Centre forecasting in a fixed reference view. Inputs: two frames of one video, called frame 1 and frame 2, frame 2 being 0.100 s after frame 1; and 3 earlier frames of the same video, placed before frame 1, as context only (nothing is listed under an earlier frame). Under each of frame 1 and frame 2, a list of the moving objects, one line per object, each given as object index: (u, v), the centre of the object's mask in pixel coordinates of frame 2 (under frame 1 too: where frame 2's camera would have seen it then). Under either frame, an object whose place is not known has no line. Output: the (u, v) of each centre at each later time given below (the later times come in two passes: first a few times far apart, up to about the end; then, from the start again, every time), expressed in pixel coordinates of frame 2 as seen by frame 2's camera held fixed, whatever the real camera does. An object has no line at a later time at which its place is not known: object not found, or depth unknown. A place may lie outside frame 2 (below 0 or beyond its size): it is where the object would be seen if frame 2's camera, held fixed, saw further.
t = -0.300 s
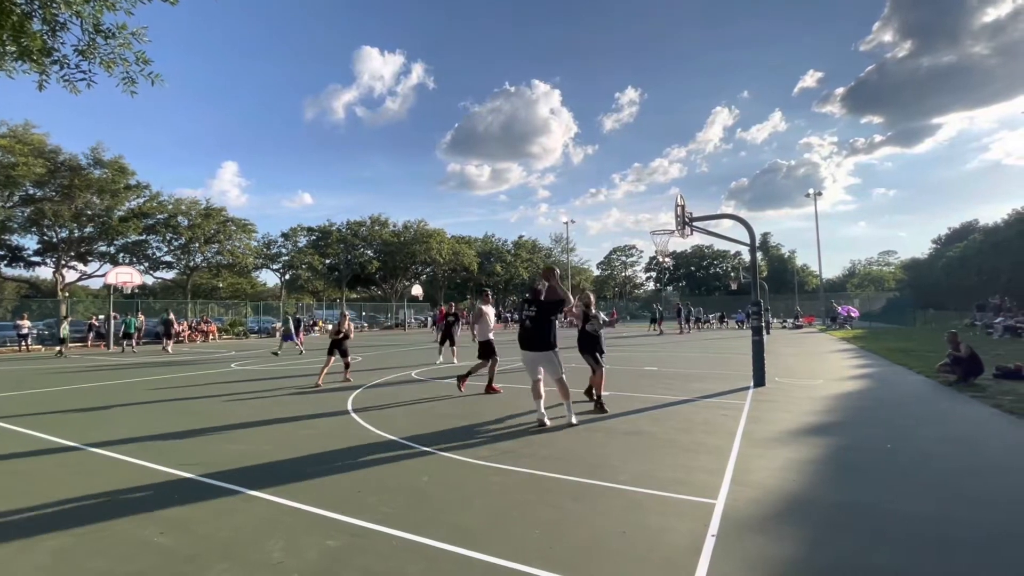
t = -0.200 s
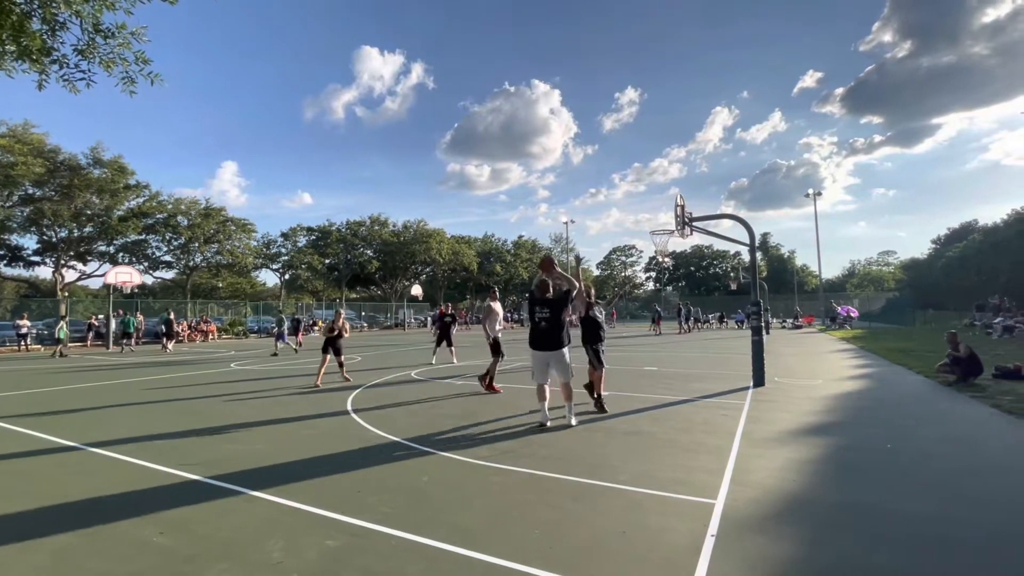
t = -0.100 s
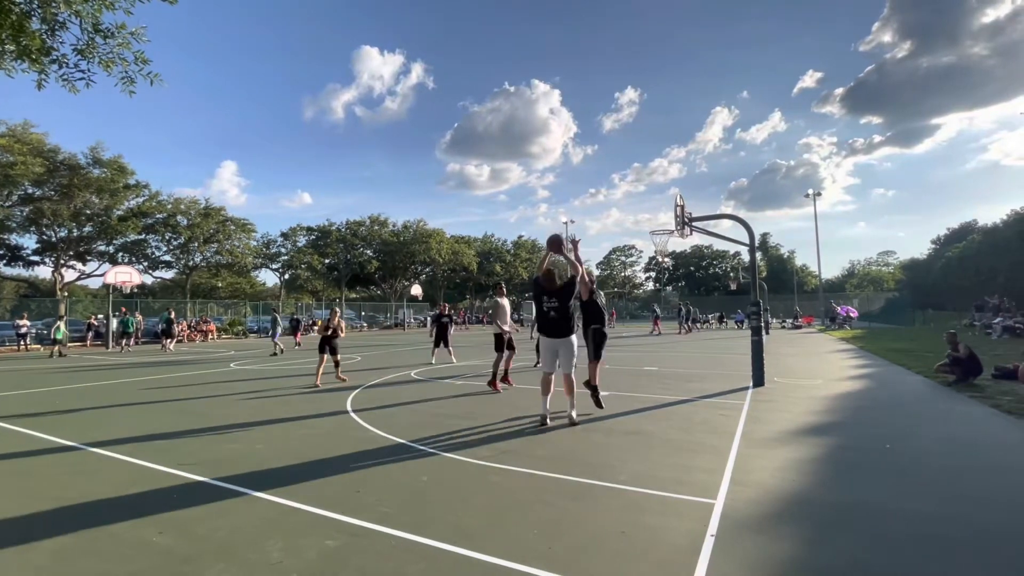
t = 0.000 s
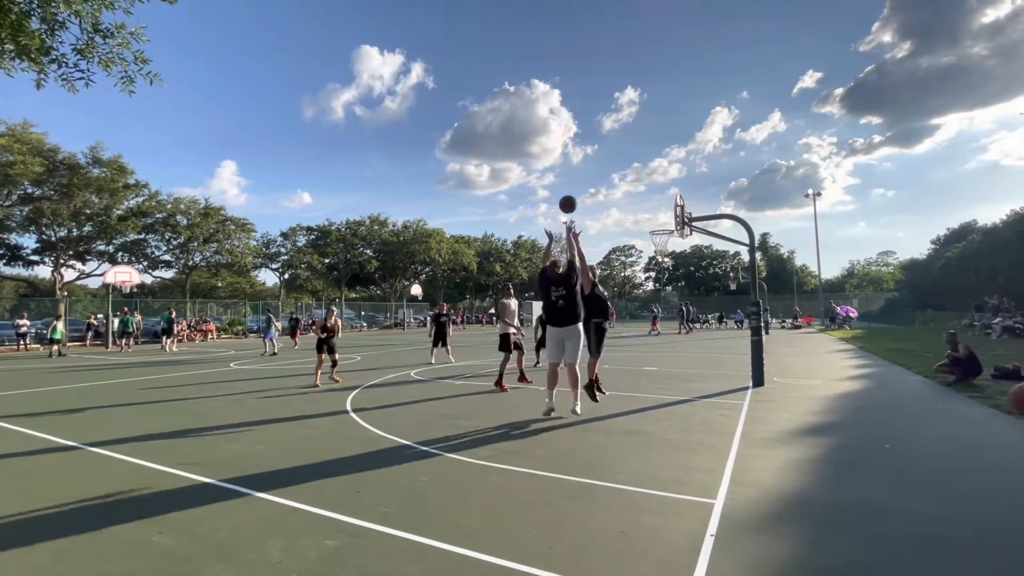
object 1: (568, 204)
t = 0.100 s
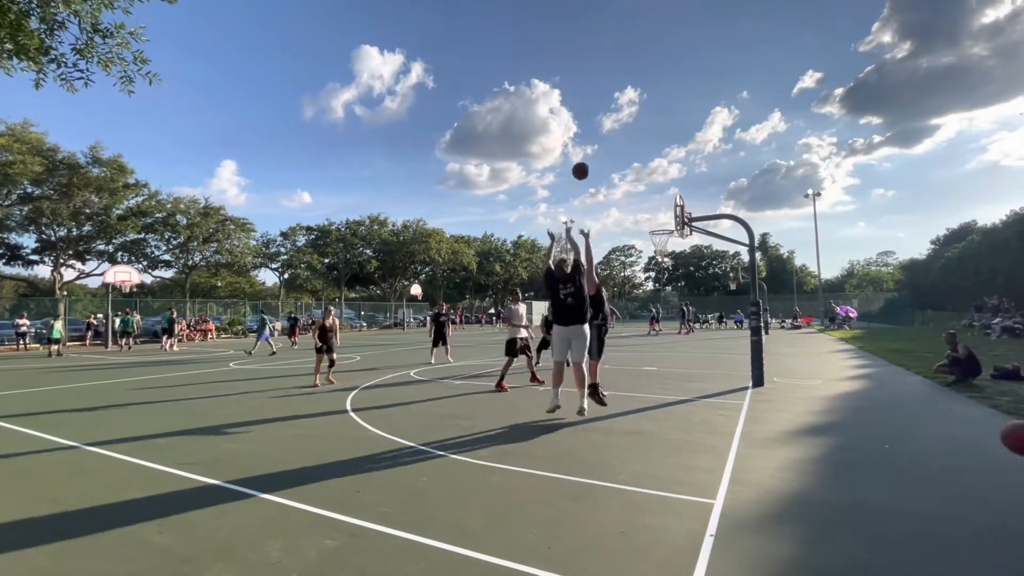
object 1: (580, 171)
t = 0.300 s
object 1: (603, 132)
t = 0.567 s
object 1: (628, 126)
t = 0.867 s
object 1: (651, 163)
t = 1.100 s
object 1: (666, 218)
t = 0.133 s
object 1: (584, 162)
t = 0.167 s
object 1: (588, 154)
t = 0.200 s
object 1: (592, 147)
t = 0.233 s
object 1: (596, 142)
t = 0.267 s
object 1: (599, 136)
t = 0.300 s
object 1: (603, 132)
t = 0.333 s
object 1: (607, 129)
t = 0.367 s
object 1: (610, 126)
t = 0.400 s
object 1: (613, 125)
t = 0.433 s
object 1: (616, 124)
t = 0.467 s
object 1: (619, 123)
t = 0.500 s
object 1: (622, 123)
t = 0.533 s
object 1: (625, 124)
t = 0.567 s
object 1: (628, 126)
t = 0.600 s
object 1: (631, 128)
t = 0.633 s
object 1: (634, 130)
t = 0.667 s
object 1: (636, 133)
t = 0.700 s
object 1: (639, 137)
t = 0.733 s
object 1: (641, 141)
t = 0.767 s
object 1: (644, 146)
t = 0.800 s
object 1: (646, 151)
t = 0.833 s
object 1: (649, 157)
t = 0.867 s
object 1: (651, 163)
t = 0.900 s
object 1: (653, 170)
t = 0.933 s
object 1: (656, 177)
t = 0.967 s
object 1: (658, 184)
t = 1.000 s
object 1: (660, 192)
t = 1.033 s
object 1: (662, 200)
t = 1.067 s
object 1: (664, 209)
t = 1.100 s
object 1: (666, 218)
